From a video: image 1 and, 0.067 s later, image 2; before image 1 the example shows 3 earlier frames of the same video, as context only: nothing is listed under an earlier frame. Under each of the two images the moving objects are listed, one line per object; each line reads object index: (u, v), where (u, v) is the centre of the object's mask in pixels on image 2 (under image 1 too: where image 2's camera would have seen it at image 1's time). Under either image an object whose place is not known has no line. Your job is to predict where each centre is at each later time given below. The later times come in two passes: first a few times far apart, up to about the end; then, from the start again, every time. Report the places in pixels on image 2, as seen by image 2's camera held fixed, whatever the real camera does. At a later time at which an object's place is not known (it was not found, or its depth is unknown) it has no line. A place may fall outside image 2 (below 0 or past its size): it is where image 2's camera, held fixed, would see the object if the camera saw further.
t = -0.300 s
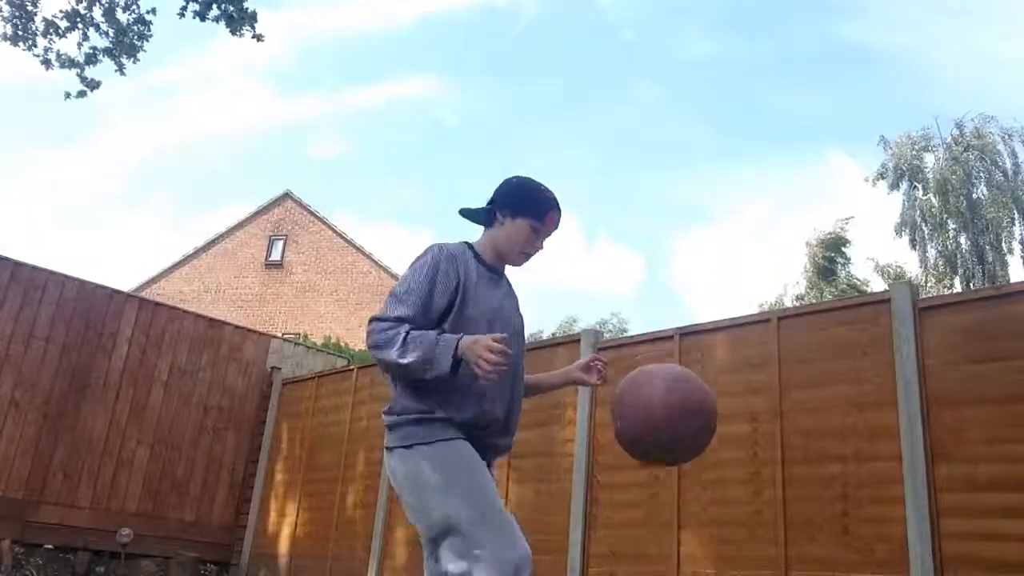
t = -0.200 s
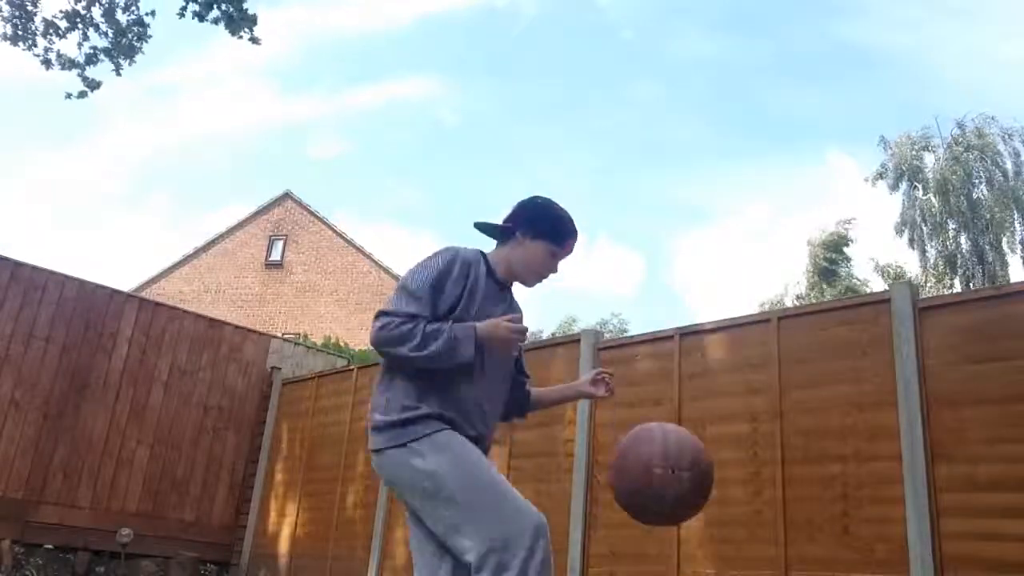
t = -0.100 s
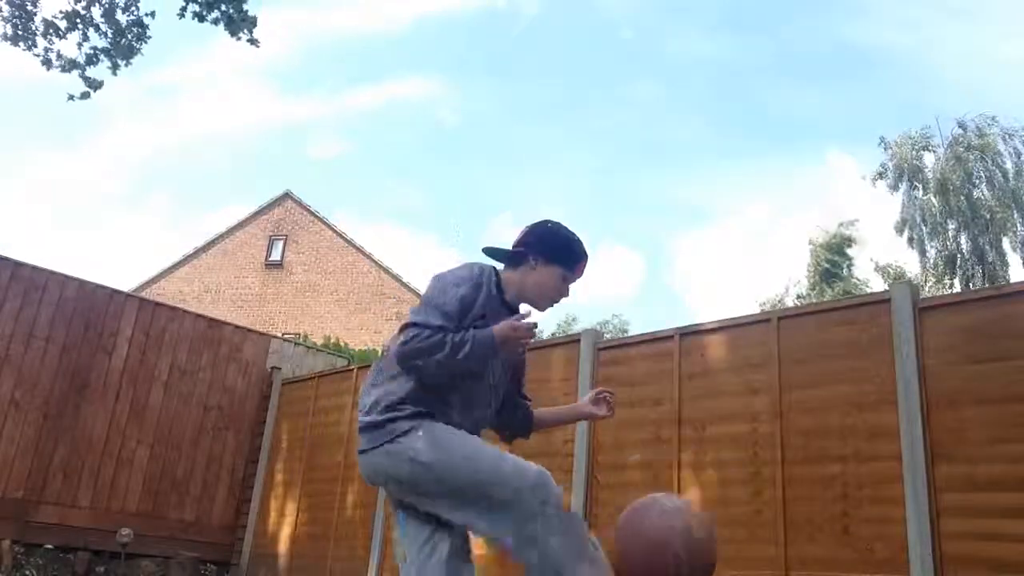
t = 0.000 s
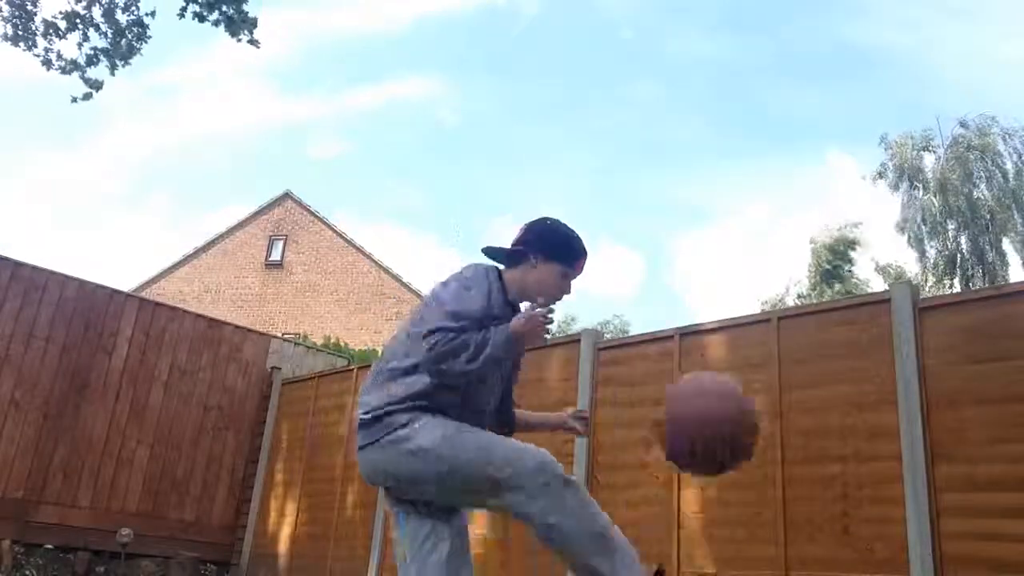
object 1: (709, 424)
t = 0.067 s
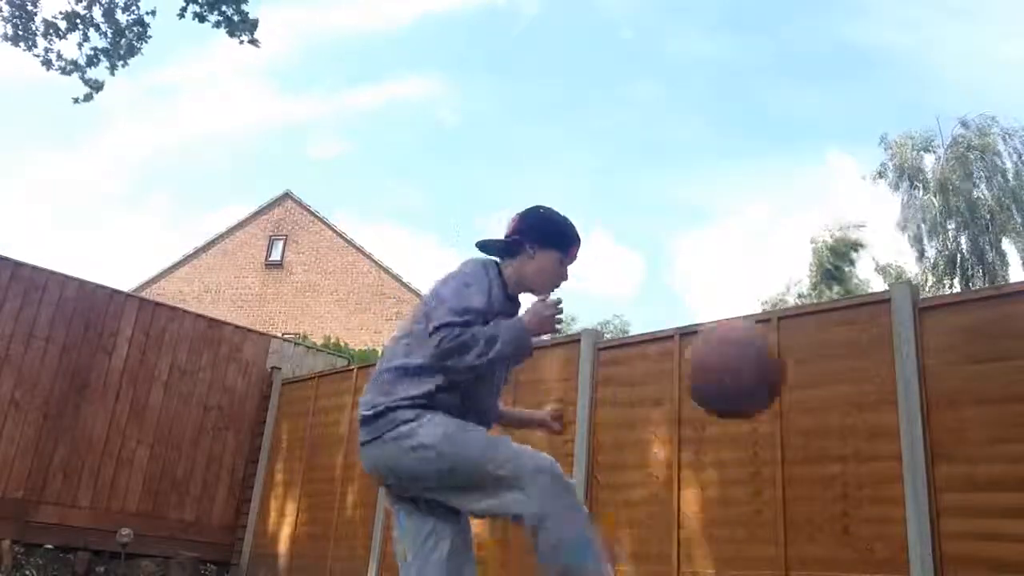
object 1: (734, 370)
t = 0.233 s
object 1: (799, 316)
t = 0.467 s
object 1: (896, 418)
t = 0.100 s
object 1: (747, 350)
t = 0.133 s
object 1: (760, 334)
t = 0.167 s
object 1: (774, 324)
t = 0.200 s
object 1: (786, 318)
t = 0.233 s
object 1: (799, 316)
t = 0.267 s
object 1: (812, 318)
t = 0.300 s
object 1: (826, 324)
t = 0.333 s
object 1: (838, 334)
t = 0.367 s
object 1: (852, 348)
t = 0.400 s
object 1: (867, 366)
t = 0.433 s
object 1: (879, 390)
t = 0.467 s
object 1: (896, 418)
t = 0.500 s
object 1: (913, 451)
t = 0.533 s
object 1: (927, 488)
